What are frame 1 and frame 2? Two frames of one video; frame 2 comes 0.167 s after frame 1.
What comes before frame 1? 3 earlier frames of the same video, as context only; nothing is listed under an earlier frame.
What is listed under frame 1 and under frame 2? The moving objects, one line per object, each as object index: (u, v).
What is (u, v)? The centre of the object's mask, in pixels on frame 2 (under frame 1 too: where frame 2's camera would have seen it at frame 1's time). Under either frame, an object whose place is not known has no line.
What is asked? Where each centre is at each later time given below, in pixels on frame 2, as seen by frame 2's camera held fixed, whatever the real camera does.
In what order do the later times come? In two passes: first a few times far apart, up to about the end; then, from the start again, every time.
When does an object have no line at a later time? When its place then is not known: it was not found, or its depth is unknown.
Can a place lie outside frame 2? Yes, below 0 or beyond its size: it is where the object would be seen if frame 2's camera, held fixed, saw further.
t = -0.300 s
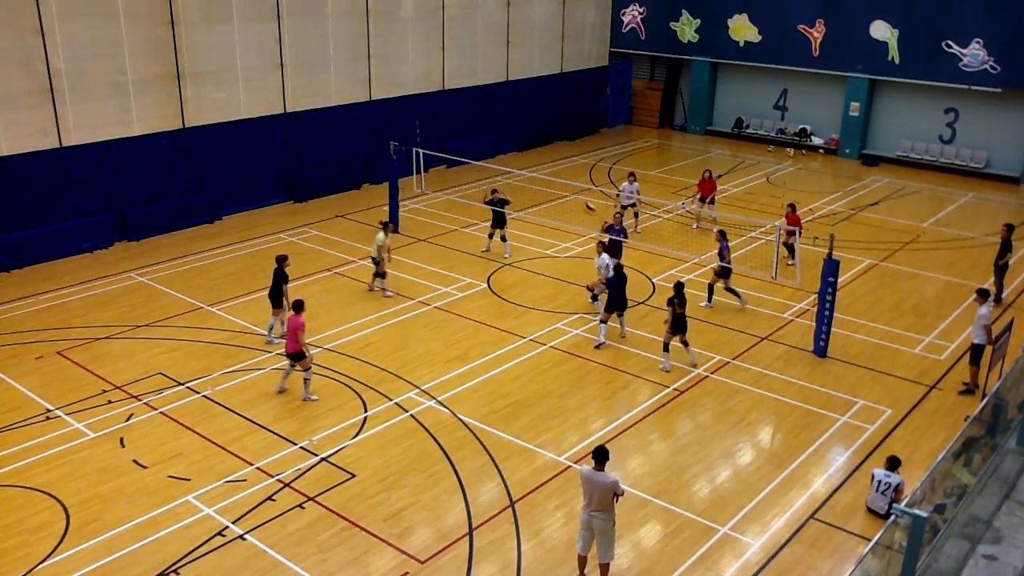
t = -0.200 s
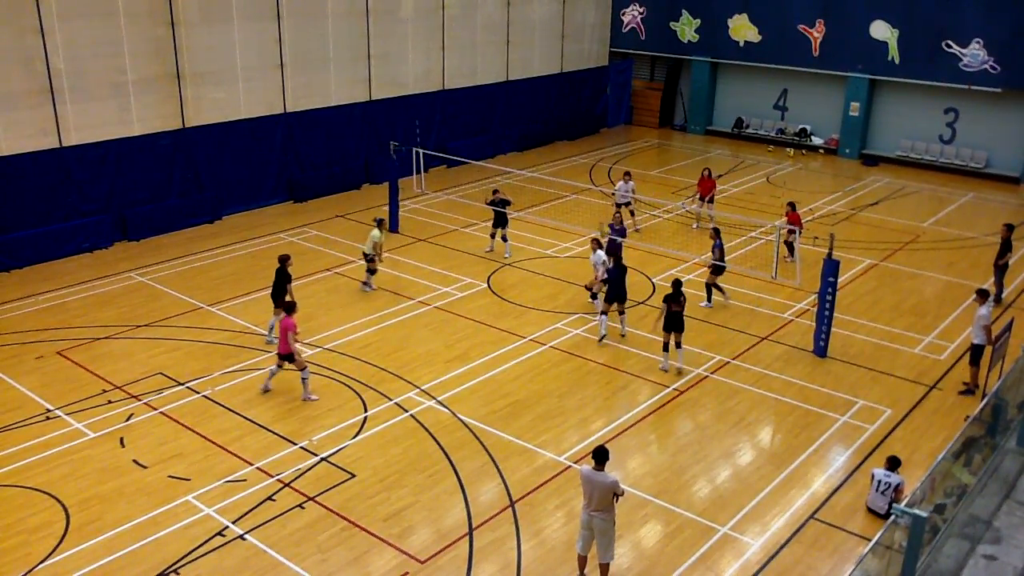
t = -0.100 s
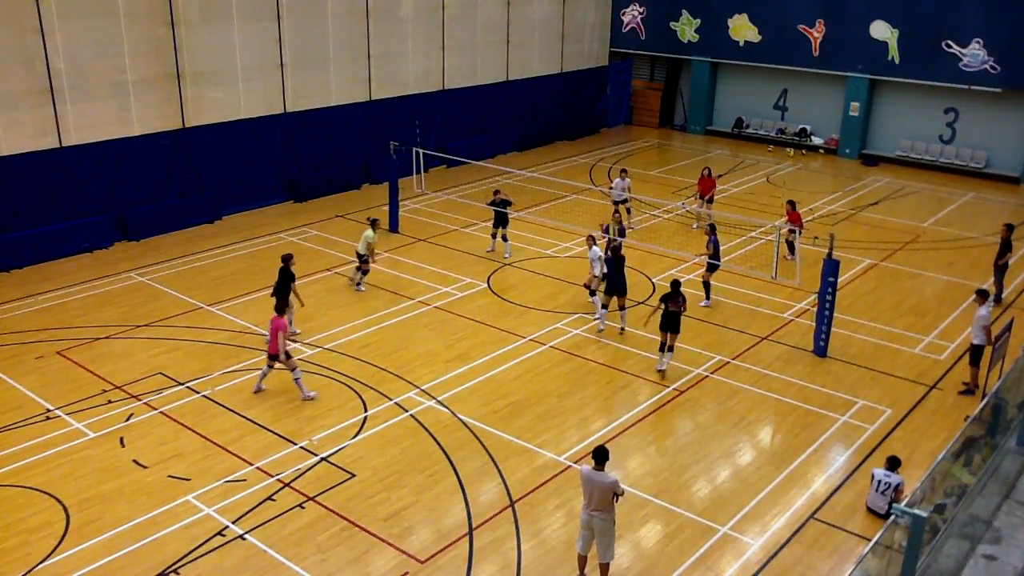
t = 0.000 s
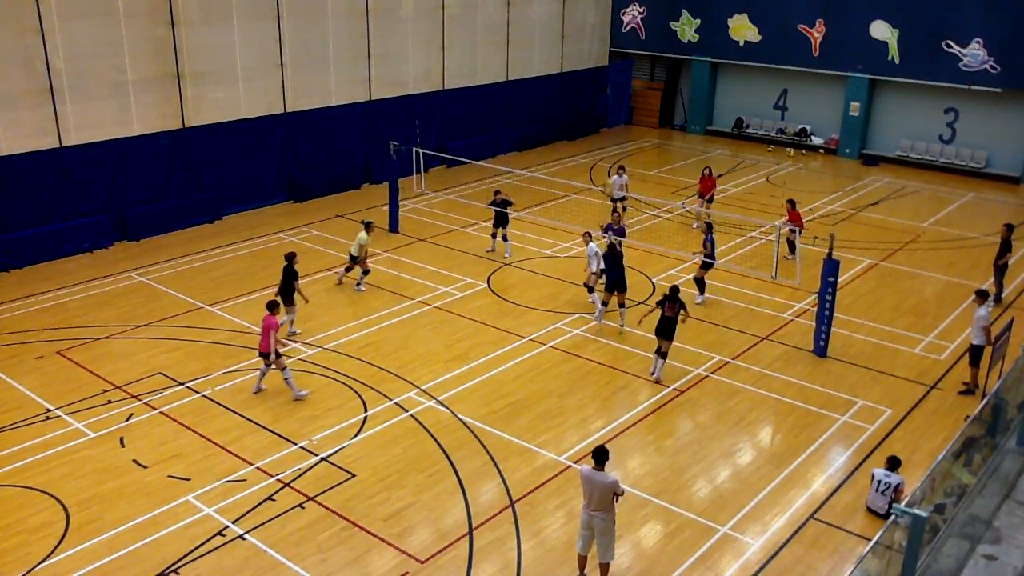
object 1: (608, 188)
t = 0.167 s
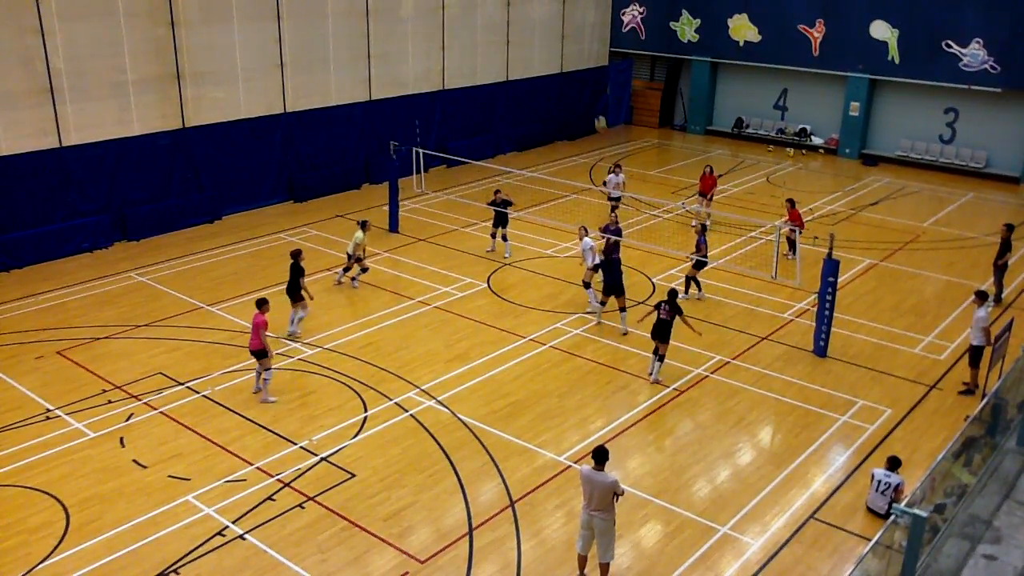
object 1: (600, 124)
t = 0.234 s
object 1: (598, 103)
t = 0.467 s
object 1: (586, 47)
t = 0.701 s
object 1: (574, 26)
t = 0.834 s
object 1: (568, 26)
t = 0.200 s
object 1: (599, 113)
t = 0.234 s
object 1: (598, 103)
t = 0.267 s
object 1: (596, 93)
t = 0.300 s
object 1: (594, 84)
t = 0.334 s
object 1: (593, 76)
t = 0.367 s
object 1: (591, 68)
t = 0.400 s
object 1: (589, 59)
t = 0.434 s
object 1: (587, 53)
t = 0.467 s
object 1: (586, 47)
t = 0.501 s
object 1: (585, 42)
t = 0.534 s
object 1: (583, 38)
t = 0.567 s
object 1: (581, 35)
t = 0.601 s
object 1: (580, 32)
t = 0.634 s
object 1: (578, 29)
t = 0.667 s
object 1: (576, 27)
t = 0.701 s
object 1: (574, 26)
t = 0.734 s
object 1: (573, 25)
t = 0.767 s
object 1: (571, 25)
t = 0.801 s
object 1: (569, 25)
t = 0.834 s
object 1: (568, 26)
